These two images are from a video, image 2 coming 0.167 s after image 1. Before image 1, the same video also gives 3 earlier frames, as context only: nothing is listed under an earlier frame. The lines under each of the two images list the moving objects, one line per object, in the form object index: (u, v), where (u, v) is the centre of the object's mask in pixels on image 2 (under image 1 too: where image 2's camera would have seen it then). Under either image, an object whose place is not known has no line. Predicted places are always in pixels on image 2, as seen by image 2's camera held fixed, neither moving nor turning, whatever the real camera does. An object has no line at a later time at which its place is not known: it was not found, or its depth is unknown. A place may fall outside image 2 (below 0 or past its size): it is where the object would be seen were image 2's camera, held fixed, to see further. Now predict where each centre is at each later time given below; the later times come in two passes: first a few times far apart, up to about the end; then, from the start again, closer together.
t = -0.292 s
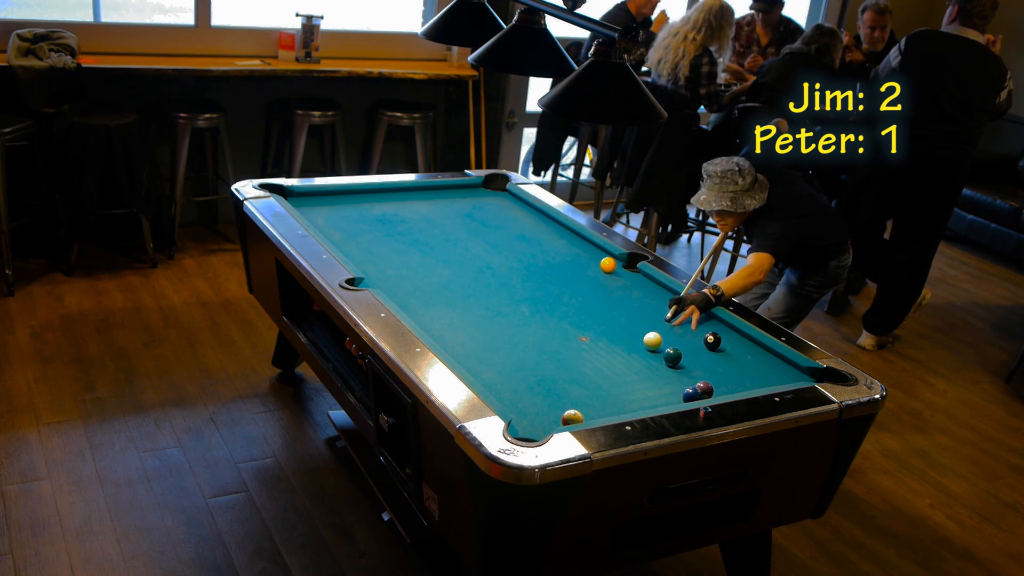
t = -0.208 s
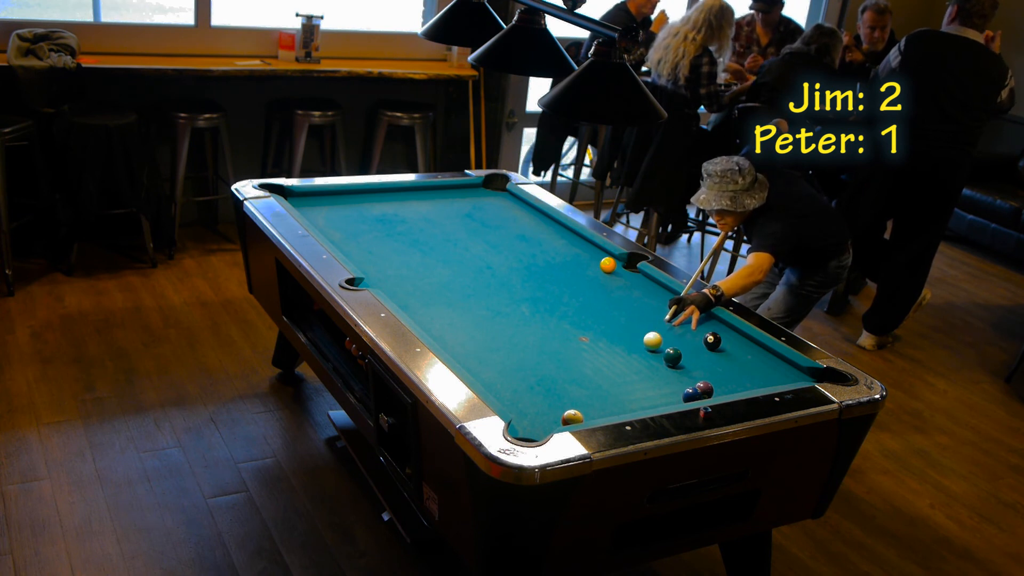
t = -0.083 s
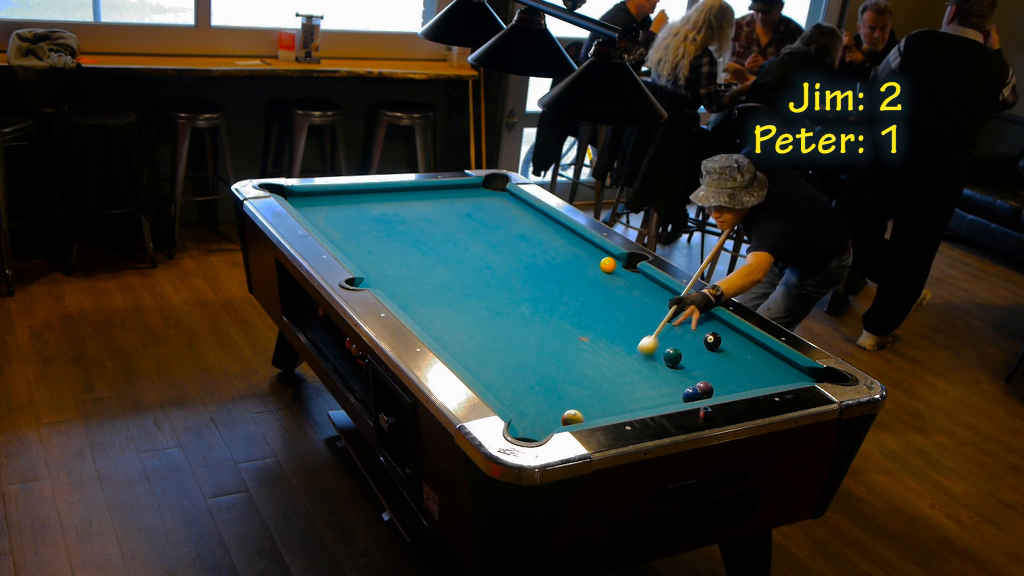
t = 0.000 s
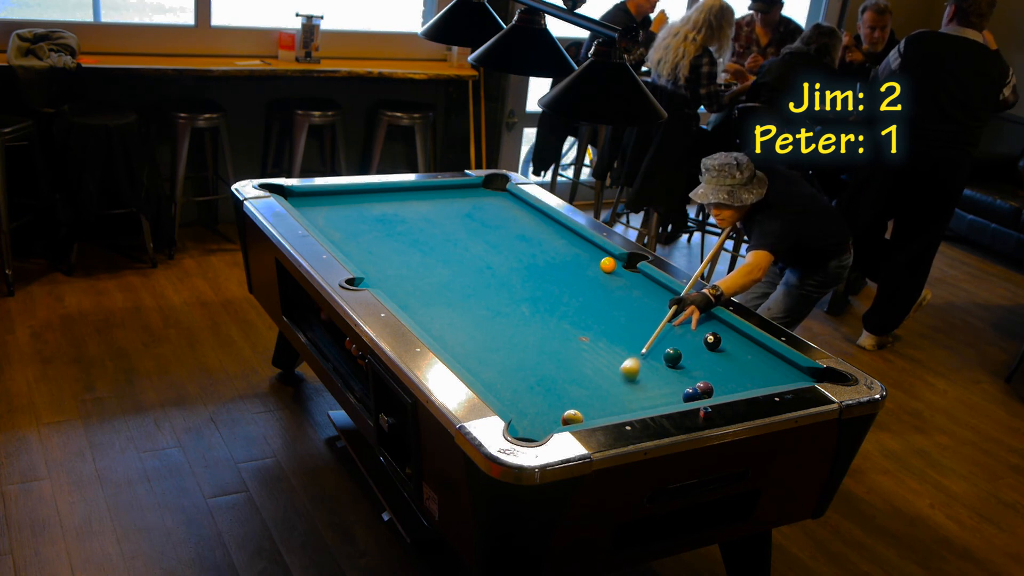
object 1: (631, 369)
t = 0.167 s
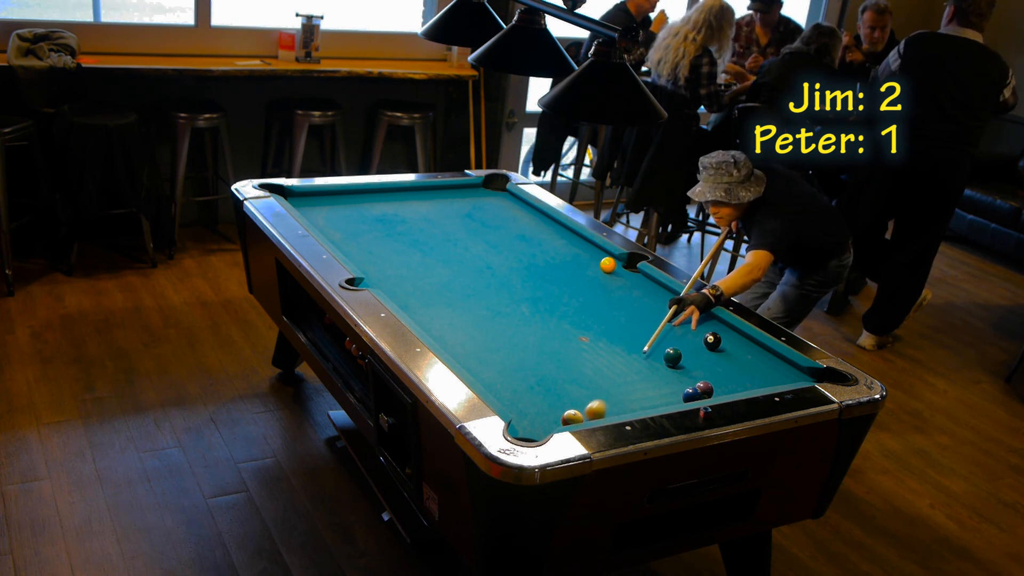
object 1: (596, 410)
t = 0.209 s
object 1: (589, 414)
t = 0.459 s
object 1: (536, 402)
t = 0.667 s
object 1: (495, 390)
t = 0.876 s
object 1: (493, 378)
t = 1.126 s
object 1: (494, 363)
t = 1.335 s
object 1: (494, 351)
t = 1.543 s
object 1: (494, 341)
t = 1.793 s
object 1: (493, 330)
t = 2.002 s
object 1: (493, 321)
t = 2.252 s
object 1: (492, 312)
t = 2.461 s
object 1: (492, 305)
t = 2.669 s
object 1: (491, 299)
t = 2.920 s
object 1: (491, 292)
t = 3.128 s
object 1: (490, 287)
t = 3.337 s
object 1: (489, 283)
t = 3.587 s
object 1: (489, 278)
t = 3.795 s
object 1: (488, 275)
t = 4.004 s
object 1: (487, 272)
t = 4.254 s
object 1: (486, 269)
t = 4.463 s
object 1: (485, 267)
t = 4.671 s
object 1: (485, 266)
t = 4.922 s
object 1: (484, 265)
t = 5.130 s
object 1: (484, 264)
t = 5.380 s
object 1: (484, 264)
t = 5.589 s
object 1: (484, 264)
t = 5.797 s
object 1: (484, 264)
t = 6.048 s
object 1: (484, 264)
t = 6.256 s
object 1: (484, 264)
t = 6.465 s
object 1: (484, 264)
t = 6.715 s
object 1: (484, 264)
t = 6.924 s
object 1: (484, 264)
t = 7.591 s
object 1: (484, 264)
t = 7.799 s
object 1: (484, 264)
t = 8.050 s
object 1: (484, 264)
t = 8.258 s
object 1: (484, 264)
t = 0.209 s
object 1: (589, 414)
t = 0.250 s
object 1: (581, 412)
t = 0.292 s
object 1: (572, 410)
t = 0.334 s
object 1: (562, 408)
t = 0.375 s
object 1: (553, 406)
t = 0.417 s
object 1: (545, 404)
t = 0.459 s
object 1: (536, 402)
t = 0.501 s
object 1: (527, 400)
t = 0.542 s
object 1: (518, 397)
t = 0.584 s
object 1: (510, 395)
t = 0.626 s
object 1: (502, 393)
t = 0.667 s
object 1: (495, 390)
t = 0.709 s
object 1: (494, 387)
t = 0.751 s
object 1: (493, 385)
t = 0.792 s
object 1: (493, 383)
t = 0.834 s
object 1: (493, 380)
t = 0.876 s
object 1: (493, 378)
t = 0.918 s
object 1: (493, 375)
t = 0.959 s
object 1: (494, 372)
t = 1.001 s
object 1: (494, 370)
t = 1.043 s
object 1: (494, 368)
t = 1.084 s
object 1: (494, 365)
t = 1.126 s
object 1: (494, 363)
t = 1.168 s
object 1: (494, 360)
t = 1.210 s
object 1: (494, 358)
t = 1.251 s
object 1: (494, 356)
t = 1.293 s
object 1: (494, 353)
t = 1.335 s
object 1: (494, 351)
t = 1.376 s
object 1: (494, 349)
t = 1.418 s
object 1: (494, 347)
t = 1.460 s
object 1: (494, 345)
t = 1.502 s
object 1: (494, 343)
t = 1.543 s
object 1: (494, 341)
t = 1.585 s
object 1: (494, 339)
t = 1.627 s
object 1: (494, 337)
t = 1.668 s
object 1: (494, 335)
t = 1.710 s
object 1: (494, 333)
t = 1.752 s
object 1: (493, 331)
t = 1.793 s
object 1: (493, 330)
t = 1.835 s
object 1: (493, 328)
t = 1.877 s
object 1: (493, 326)
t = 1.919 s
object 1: (493, 324)
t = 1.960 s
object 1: (493, 323)
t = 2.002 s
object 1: (493, 321)
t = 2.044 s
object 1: (493, 319)
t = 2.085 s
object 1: (493, 318)
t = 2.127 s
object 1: (492, 316)
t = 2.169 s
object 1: (492, 315)
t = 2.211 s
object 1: (492, 313)
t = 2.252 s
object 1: (492, 312)
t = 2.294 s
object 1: (492, 310)
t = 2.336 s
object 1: (492, 309)
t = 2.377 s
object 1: (492, 308)
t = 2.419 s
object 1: (492, 306)
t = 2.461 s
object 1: (492, 305)
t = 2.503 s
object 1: (492, 304)
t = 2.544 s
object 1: (491, 302)
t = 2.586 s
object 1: (491, 301)
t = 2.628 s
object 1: (491, 300)
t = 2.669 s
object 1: (491, 299)
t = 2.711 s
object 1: (491, 298)
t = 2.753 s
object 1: (491, 296)
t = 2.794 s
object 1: (491, 295)
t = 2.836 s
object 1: (491, 294)
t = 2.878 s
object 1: (491, 293)
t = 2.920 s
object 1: (491, 292)
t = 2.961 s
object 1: (491, 291)
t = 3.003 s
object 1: (491, 290)
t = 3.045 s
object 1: (490, 289)
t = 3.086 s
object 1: (490, 288)
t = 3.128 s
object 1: (490, 287)
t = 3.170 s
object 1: (490, 286)
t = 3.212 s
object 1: (490, 286)
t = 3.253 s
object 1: (490, 285)
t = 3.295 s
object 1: (490, 284)
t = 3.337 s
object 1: (489, 283)
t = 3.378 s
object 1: (489, 282)
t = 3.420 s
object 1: (489, 281)
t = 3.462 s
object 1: (489, 280)
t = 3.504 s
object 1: (489, 280)
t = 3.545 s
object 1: (489, 279)
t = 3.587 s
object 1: (489, 278)
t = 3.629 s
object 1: (488, 277)
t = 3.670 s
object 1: (488, 277)
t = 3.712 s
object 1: (488, 276)
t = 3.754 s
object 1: (488, 276)
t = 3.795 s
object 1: (488, 275)
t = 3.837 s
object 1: (487, 274)
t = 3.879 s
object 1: (487, 274)
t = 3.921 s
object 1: (487, 273)
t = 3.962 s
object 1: (487, 273)
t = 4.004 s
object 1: (487, 272)
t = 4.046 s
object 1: (487, 272)
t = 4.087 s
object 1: (486, 271)
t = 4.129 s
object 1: (486, 271)
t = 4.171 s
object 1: (486, 270)
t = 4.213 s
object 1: (486, 270)
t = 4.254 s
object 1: (486, 269)
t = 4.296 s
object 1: (486, 269)
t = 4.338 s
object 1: (486, 268)
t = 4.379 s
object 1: (486, 268)
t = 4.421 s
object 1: (486, 268)
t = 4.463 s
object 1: (485, 267)
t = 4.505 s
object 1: (485, 267)
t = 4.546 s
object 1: (485, 267)
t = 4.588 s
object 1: (485, 266)
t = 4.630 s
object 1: (485, 266)
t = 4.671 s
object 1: (485, 266)
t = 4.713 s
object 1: (485, 266)
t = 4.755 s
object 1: (485, 265)
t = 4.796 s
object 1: (484, 265)
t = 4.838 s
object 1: (484, 265)
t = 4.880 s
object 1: (484, 265)
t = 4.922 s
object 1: (484, 265)
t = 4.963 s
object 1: (484, 264)
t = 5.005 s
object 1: (484, 264)
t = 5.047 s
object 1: (484, 264)
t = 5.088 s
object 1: (484, 264)
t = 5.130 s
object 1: (484, 264)
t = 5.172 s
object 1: (484, 264)
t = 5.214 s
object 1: (484, 264)
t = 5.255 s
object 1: (484, 264)
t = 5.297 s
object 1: (484, 264)
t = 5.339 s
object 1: (484, 264)
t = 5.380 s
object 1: (484, 264)
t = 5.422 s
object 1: (484, 264)
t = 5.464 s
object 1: (484, 264)
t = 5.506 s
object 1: (484, 264)
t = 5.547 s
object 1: (484, 264)
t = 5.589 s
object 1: (484, 264)
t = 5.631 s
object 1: (484, 264)
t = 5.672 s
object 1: (484, 264)
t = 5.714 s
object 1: (484, 264)
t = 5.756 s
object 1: (484, 264)
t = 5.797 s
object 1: (484, 264)
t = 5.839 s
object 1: (484, 264)
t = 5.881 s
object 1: (484, 264)
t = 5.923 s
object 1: (484, 264)
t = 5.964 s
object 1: (484, 264)
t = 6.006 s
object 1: (484, 264)
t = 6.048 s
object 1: (484, 264)
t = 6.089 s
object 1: (484, 264)
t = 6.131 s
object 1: (484, 264)
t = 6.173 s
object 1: (484, 264)
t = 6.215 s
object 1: (484, 264)
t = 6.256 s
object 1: (484, 264)
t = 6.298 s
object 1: (484, 264)
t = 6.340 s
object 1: (484, 264)
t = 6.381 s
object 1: (484, 264)
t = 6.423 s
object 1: (484, 264)
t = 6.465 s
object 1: (484, 264)
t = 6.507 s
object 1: (484, 264)
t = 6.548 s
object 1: (484, 264)
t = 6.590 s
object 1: (484, 264)
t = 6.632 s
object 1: (484, 264)
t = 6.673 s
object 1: (484, 264)
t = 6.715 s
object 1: (484, 264)
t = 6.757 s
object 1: (484, 264)
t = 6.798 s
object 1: (484, 264)
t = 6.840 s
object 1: (484, 264)
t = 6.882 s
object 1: (484, 264)
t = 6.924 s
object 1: (484, 264)
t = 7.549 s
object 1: (485, 263)
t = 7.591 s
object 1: (484, 264)
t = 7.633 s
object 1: (484, 264)
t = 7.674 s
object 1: (484, 264)
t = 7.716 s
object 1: (484, 264)
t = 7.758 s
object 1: (484, 264)
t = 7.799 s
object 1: (484, 264)
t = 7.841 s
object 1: (484, 264)
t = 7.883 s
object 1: (485, 264)
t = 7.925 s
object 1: (485, 264)
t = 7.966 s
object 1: (484, 264)
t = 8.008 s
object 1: (484, 264)
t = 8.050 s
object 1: (484, 264)
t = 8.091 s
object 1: (484, 264)
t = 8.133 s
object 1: (485, 263)
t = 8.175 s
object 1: (485, 263)
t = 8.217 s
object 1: (484, 264)
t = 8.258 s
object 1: (484, 264)
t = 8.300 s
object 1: (485, 263)
